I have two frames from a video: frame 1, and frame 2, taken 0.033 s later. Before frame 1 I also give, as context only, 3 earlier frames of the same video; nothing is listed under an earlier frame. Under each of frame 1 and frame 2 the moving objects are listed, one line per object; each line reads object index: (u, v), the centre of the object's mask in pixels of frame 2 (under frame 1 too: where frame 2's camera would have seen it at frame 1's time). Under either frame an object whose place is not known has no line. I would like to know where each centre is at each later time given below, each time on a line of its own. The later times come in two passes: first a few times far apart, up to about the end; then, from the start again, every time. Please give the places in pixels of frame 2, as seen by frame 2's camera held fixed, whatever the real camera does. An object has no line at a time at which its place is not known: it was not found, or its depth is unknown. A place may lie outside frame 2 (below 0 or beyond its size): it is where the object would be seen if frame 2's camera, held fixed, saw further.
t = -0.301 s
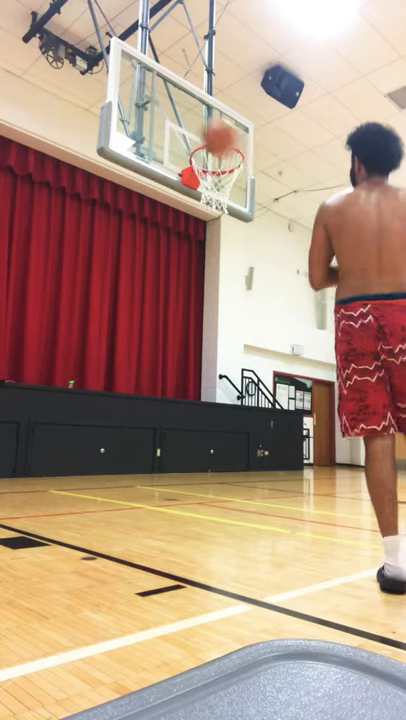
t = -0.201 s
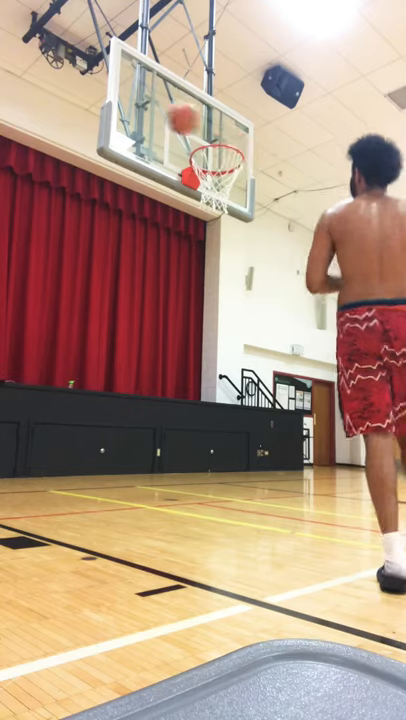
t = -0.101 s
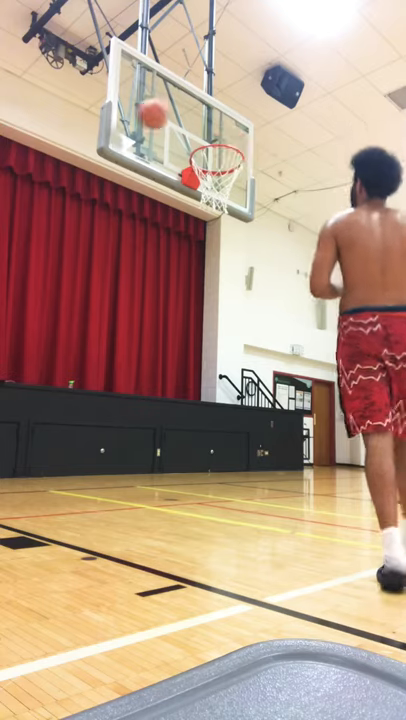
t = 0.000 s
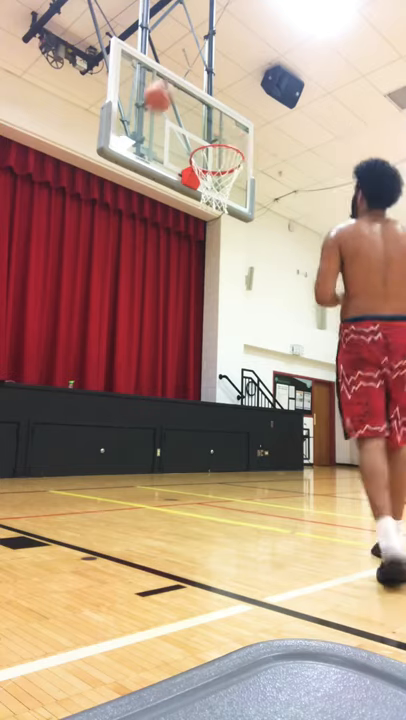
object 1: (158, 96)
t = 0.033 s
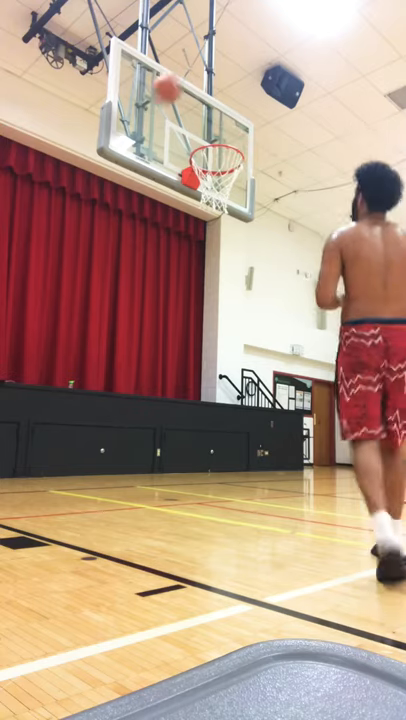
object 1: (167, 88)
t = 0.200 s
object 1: (218, 57)
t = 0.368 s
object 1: (277, 52)
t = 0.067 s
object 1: (177, 79)
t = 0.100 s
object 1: (187, 72)
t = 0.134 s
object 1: (197, 65)
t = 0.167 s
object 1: (206, 60)
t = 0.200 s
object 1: (218, 57)
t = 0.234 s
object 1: (229, 53)
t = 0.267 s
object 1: (239, 50)
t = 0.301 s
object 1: (251, 50)
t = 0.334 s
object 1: (264, 50)
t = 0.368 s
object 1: (277, 52)
